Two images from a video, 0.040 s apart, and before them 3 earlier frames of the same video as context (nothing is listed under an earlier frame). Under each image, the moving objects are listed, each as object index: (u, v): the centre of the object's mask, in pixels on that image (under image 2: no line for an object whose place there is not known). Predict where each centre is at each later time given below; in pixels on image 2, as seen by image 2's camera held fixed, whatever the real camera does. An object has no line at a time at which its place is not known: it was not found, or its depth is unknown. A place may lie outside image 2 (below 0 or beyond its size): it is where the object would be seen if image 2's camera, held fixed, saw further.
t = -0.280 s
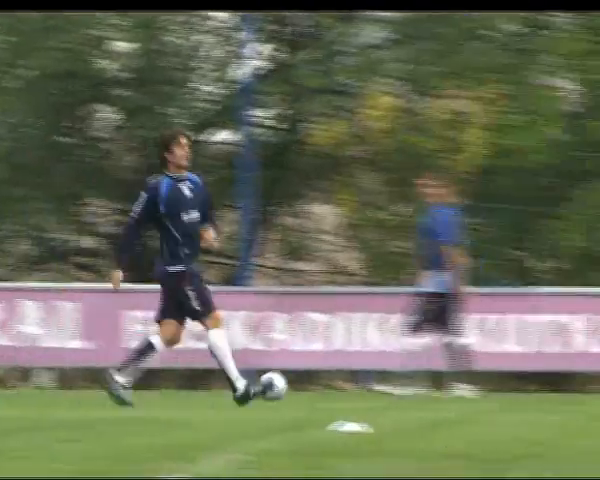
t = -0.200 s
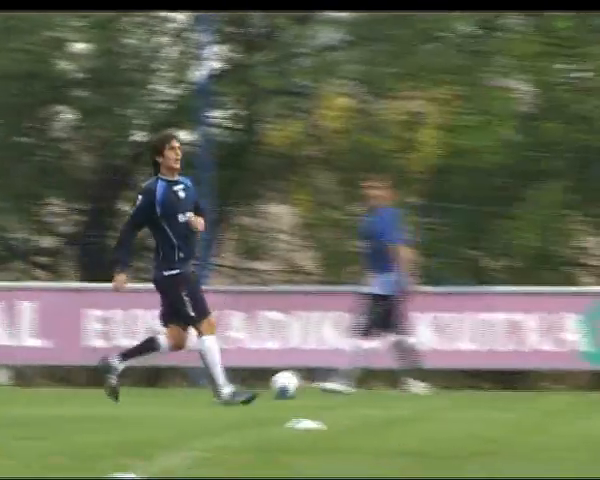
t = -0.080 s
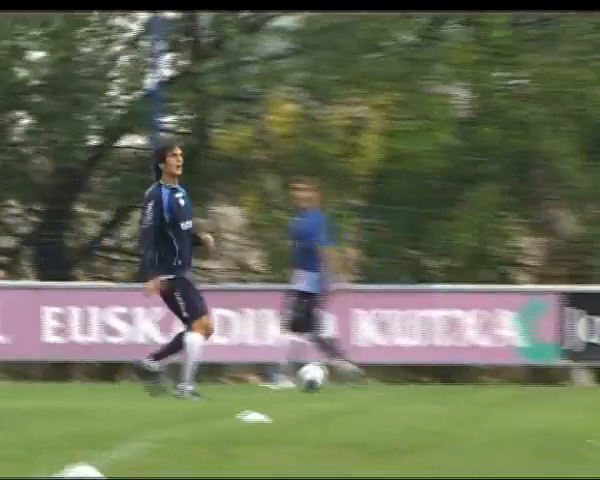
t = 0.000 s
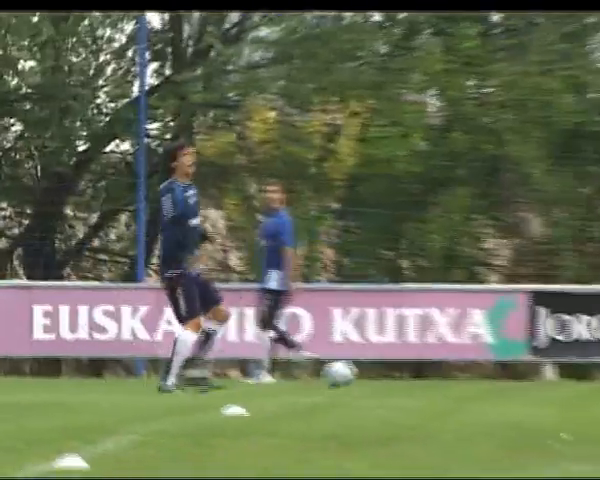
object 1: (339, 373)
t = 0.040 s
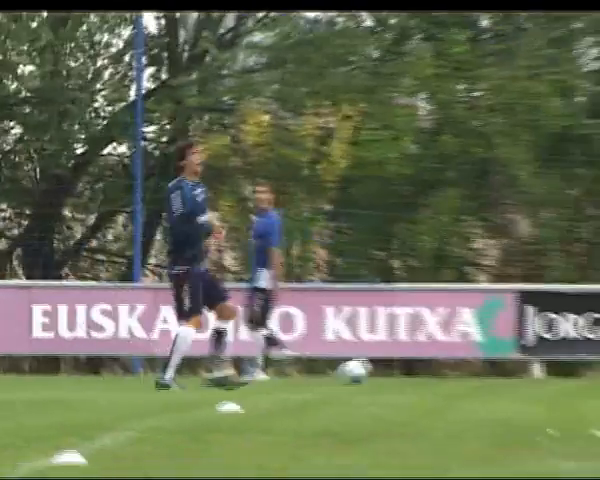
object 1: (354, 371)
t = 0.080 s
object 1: (378, 370)
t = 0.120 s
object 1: (401, 371)
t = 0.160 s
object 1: (423, 372)
